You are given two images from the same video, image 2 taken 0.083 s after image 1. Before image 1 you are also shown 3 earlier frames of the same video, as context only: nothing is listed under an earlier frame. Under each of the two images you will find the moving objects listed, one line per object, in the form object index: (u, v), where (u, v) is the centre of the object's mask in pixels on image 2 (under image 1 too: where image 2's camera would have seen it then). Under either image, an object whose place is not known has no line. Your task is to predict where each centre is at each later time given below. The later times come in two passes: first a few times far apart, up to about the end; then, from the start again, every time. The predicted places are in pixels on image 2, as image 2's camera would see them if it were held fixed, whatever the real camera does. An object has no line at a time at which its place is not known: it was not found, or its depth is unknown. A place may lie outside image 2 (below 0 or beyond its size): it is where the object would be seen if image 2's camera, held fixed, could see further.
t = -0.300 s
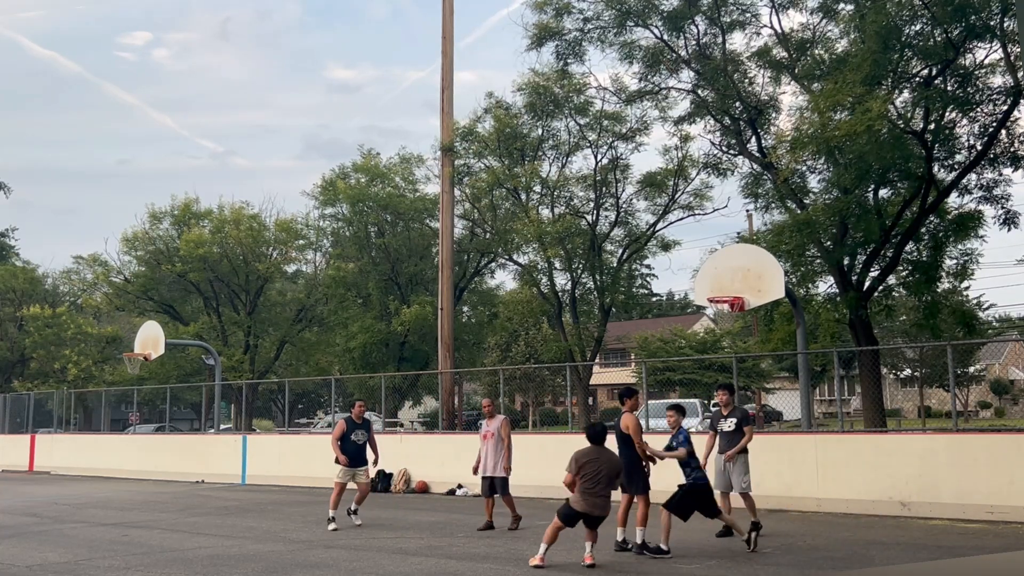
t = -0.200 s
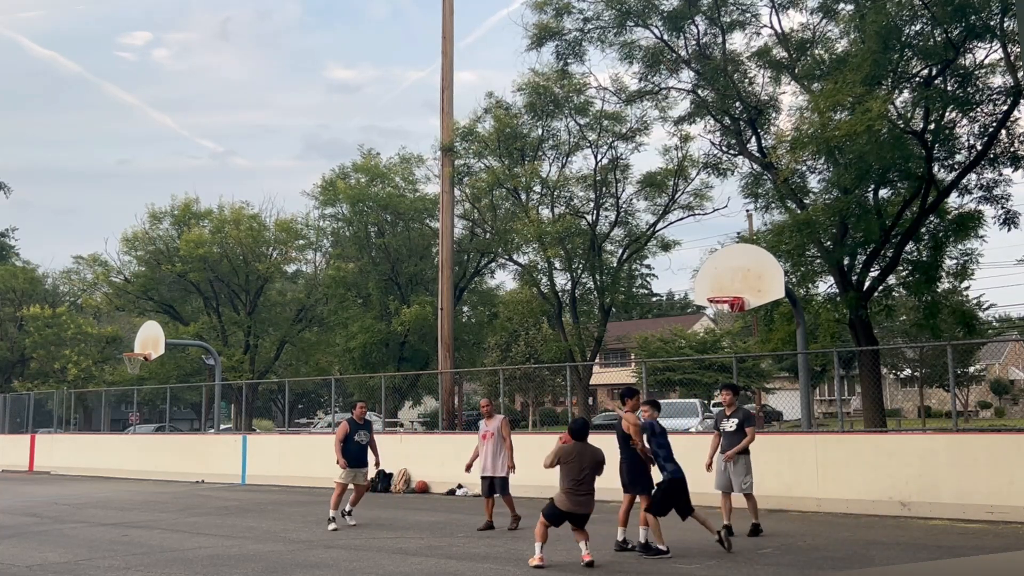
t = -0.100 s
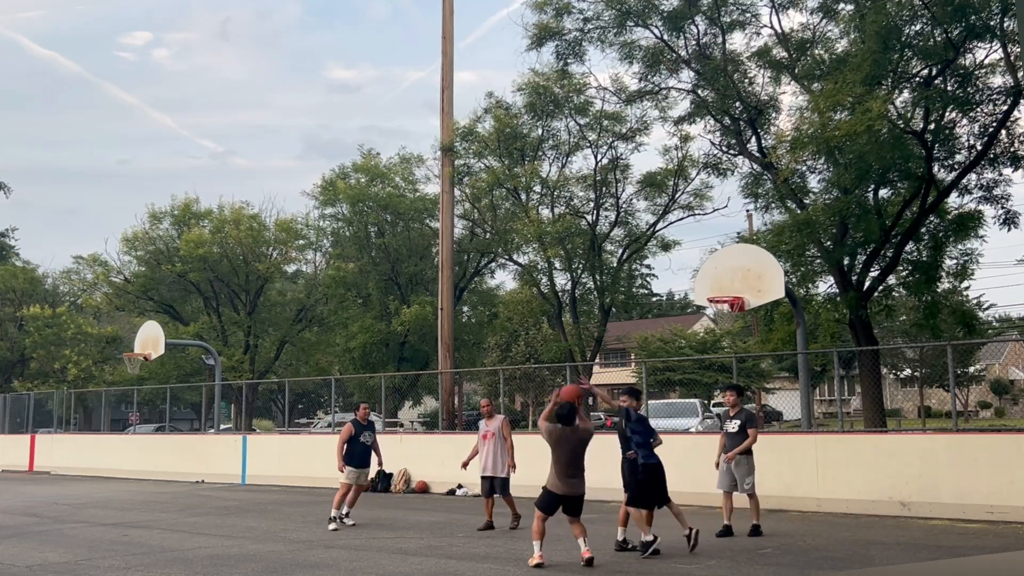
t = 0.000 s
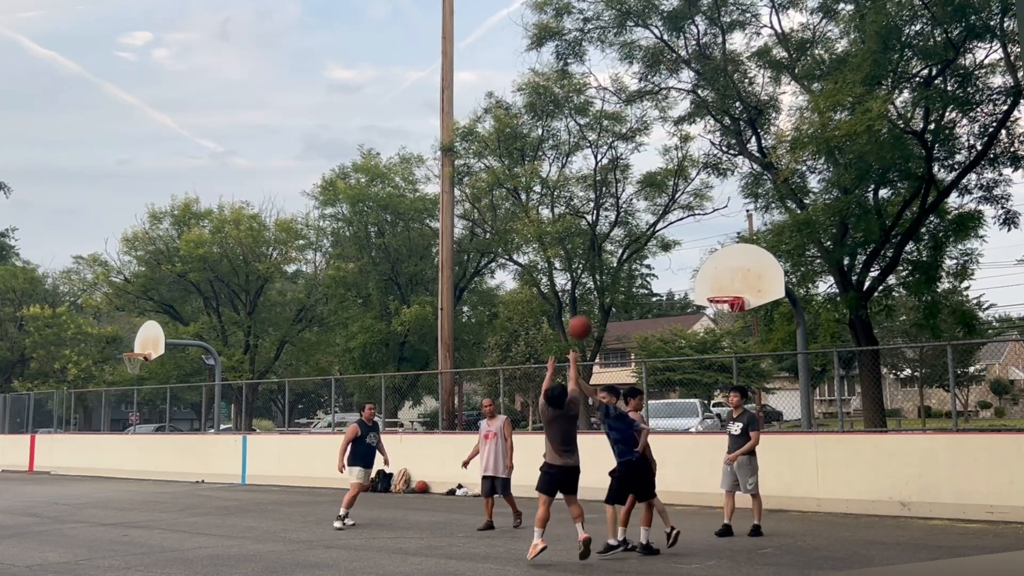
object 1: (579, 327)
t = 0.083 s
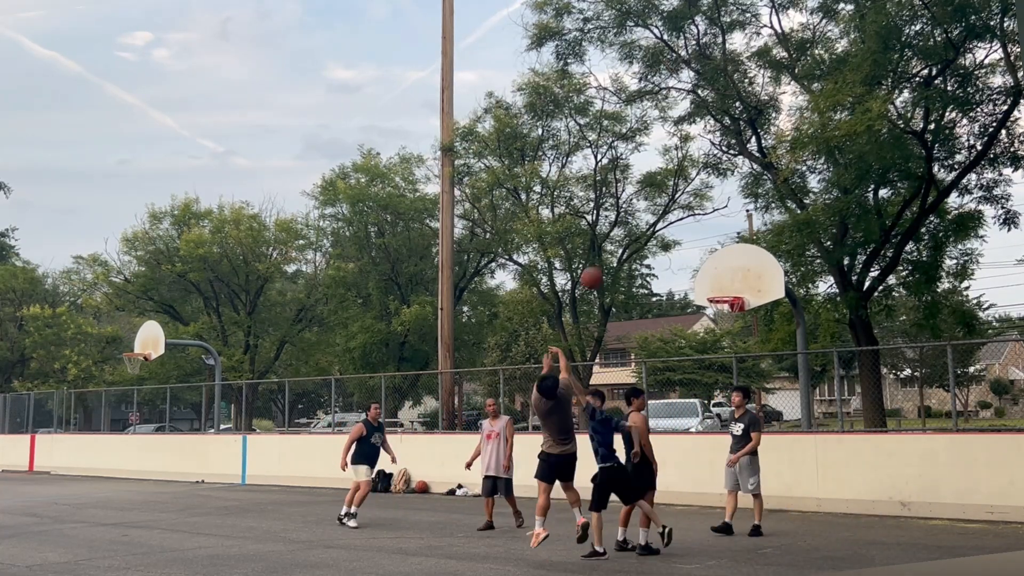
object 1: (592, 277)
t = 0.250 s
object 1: (614, 206)
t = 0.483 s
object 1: (645, 153)
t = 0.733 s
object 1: (674, 149)
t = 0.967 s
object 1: (700, 187)
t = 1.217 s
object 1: (727, 265)
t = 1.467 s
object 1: (768, 333)
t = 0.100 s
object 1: (594, 269)
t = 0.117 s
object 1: (596, 261)
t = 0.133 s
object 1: (599, 253)
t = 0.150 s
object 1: (601, 245)
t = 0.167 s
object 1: (603, 238)
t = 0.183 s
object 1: (606, 231)
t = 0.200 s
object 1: (608, 224)
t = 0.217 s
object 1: (611, 218)
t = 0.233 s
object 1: (613, 211)
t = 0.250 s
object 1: (614, 206)
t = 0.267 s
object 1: (617, 200)
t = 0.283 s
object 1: (619, 196)
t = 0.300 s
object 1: (621, 190)
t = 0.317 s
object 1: (624, 185)
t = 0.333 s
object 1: (626, 181)
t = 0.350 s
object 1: (628, 177)
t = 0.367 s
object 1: (630, 173)
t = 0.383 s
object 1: (632, 170)
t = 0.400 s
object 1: (634, 166)
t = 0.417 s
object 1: (636, 163)
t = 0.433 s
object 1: (638, 160)
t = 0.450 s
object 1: (641, 158)
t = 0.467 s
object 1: (642, 155)
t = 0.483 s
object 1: (645, 153)
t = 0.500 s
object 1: (646, 151)
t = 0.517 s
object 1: (648, 150)
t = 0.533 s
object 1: (651, 148)
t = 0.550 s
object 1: (653, 147)
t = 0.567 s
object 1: (655, 146)
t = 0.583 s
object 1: (657, 145)
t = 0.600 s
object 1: (659, 145)
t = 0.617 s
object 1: (660, 145)
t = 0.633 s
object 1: (662, 145)
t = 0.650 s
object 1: (664, 145)
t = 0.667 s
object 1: (666, 145)
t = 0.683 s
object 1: (668, 146)
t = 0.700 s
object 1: (670, 147)
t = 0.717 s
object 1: (672, 148)
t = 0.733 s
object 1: (674, 149)
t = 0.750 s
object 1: (675, 150)
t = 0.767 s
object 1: (677, 152)
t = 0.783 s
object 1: (679, 154)
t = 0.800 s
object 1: (681, 156)
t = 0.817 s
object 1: (683, 158)
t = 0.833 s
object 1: (685, 161)
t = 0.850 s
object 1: (687, 163)
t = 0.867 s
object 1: (689, 165)
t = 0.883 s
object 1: (691, 169)
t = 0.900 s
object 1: (692, 171)
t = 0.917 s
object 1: (694, 175)
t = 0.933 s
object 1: (696, 179)
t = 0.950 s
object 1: (698, 183)
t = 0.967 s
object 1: (700, 187)
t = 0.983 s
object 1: (702, 191)
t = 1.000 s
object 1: (704, 195)
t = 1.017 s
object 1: (705, 199)
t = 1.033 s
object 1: (707, 204)
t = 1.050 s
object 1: (709, 208)
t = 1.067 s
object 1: (711, 214)
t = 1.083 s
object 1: (713, 218)
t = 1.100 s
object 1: (714, 224)
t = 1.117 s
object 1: (716, 229)
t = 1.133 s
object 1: (718, 235)
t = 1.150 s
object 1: (720, 241)
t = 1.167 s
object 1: (722, 246)
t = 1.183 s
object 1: (723, 252)
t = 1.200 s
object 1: (725, 259)
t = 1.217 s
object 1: (727, 265)
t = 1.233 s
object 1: (729, 272)
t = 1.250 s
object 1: (730, 278)
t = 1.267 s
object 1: (732, 285)
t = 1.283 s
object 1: (734, 292)
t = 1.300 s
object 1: (736, 296)
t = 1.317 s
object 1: (739, 299)
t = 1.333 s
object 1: (742, 302)
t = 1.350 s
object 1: (744, 305)
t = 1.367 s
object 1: (748, 308)
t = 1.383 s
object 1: (751, 311)
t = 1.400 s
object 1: (755, 315)
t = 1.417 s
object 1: (758, 320)
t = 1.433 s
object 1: (761, 324)
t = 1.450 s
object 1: (764, 329)
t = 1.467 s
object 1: (768, 333)
